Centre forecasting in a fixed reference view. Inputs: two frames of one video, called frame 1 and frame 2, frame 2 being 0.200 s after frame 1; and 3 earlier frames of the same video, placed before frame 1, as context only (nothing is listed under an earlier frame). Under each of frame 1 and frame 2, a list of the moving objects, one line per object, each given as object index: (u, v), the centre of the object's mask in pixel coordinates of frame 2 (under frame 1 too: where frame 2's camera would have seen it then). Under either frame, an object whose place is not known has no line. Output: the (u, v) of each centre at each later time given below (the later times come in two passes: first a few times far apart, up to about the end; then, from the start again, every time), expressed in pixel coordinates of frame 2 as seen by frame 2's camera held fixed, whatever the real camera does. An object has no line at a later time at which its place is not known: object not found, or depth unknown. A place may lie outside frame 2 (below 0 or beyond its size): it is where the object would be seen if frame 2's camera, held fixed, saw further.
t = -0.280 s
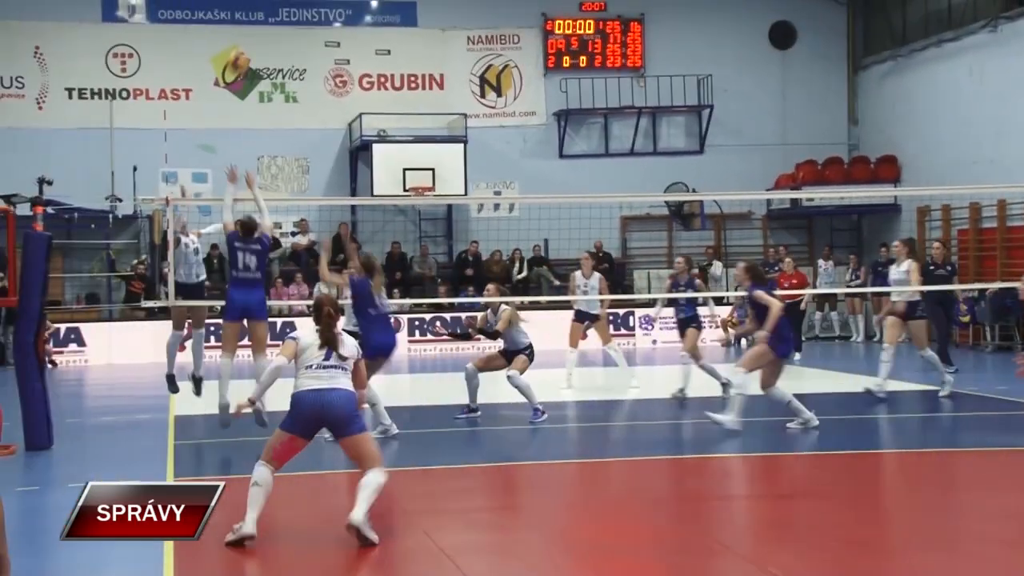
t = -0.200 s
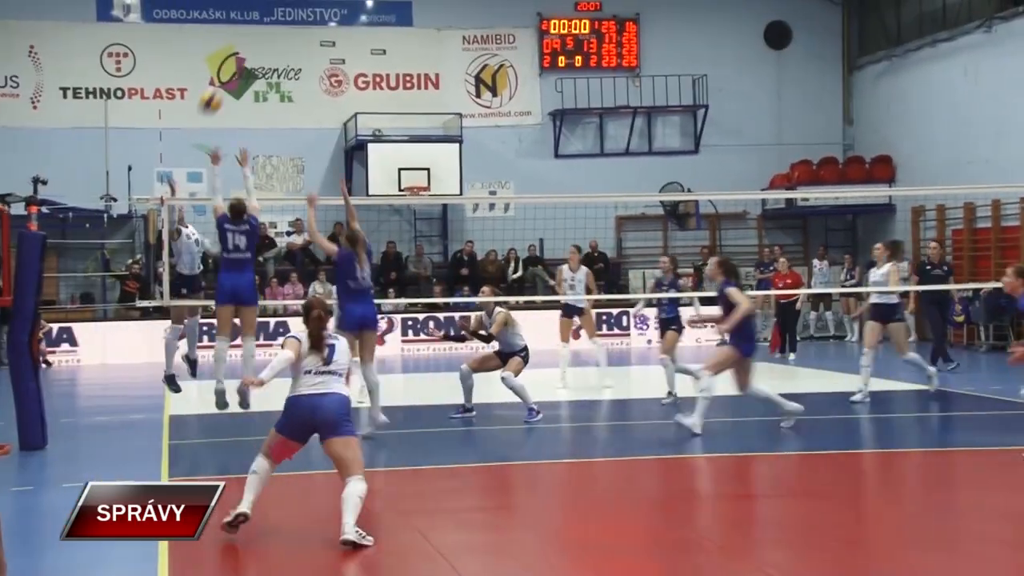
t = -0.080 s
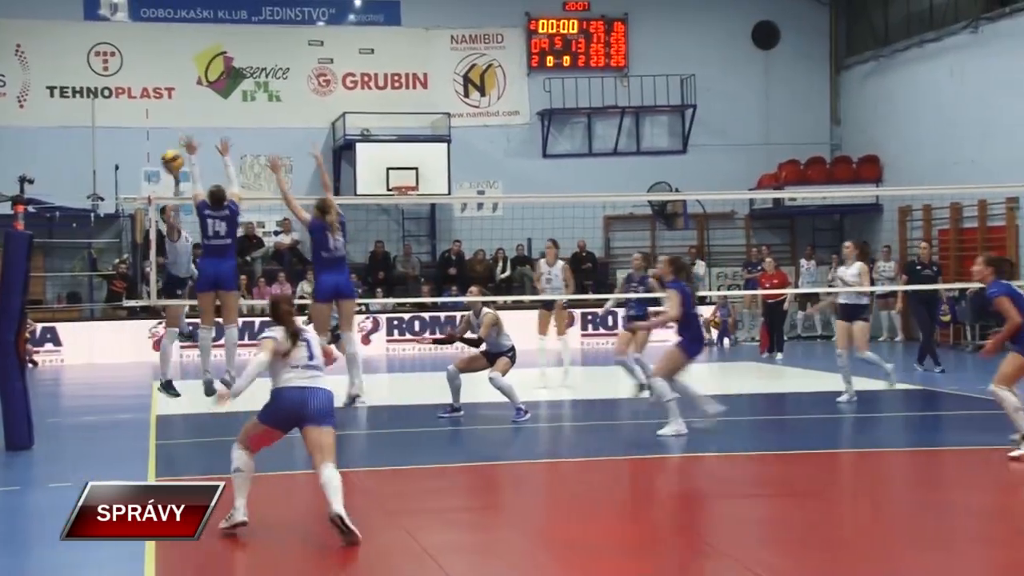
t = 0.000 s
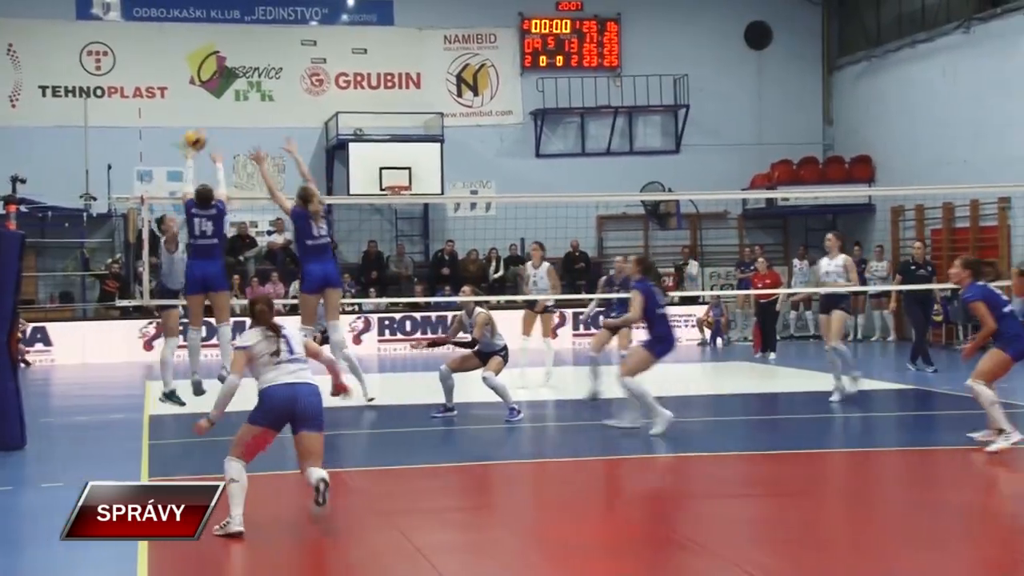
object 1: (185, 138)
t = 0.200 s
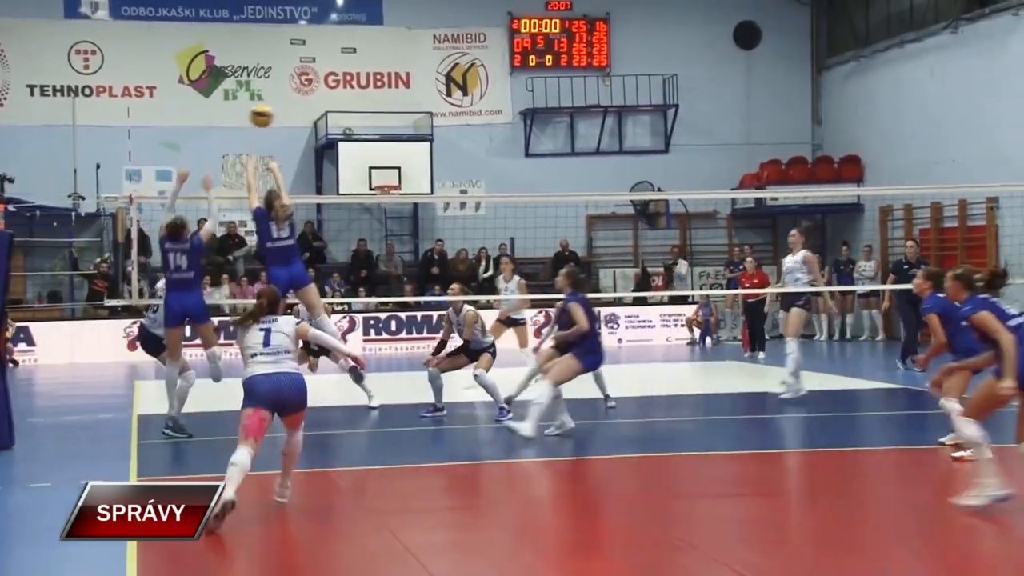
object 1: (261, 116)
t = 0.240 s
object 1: (276, 116)
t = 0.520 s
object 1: (383, 163)
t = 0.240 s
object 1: (276, 116)
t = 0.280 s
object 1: (291, 118)
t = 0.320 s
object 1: (305, 121)
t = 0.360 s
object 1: (322, 126)
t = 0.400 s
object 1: (339, 133)
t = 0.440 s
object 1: (352, 140)
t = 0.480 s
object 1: (368, 151)
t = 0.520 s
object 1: (383, 163)
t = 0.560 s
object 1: (398, 176)
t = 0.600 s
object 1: (414, 190)
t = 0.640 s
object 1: (429, 207)
